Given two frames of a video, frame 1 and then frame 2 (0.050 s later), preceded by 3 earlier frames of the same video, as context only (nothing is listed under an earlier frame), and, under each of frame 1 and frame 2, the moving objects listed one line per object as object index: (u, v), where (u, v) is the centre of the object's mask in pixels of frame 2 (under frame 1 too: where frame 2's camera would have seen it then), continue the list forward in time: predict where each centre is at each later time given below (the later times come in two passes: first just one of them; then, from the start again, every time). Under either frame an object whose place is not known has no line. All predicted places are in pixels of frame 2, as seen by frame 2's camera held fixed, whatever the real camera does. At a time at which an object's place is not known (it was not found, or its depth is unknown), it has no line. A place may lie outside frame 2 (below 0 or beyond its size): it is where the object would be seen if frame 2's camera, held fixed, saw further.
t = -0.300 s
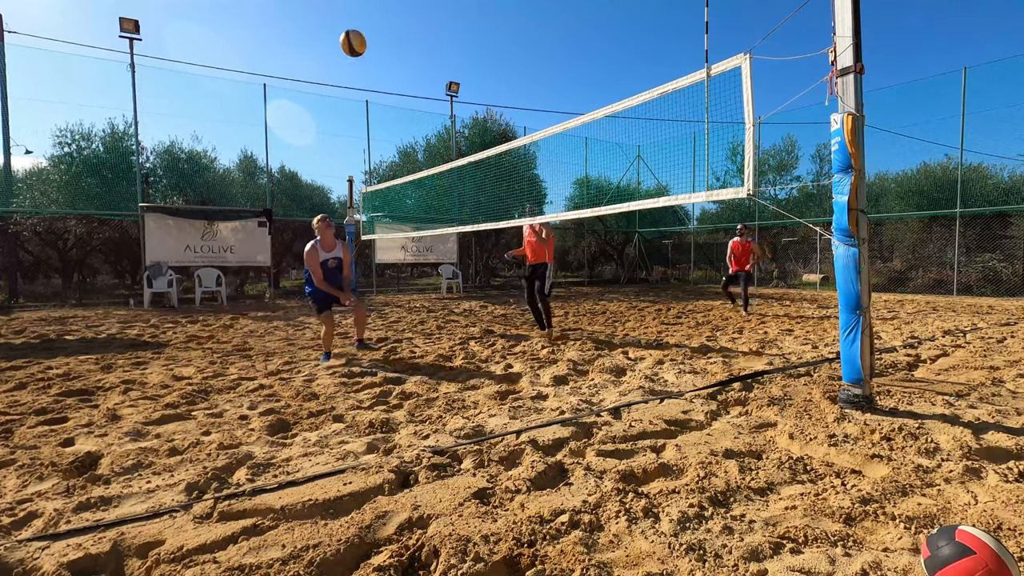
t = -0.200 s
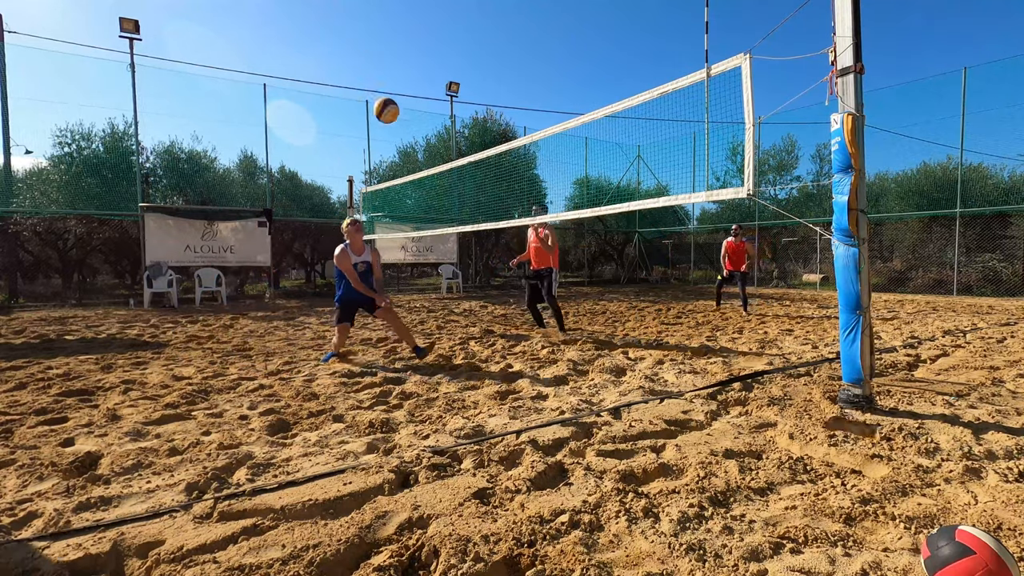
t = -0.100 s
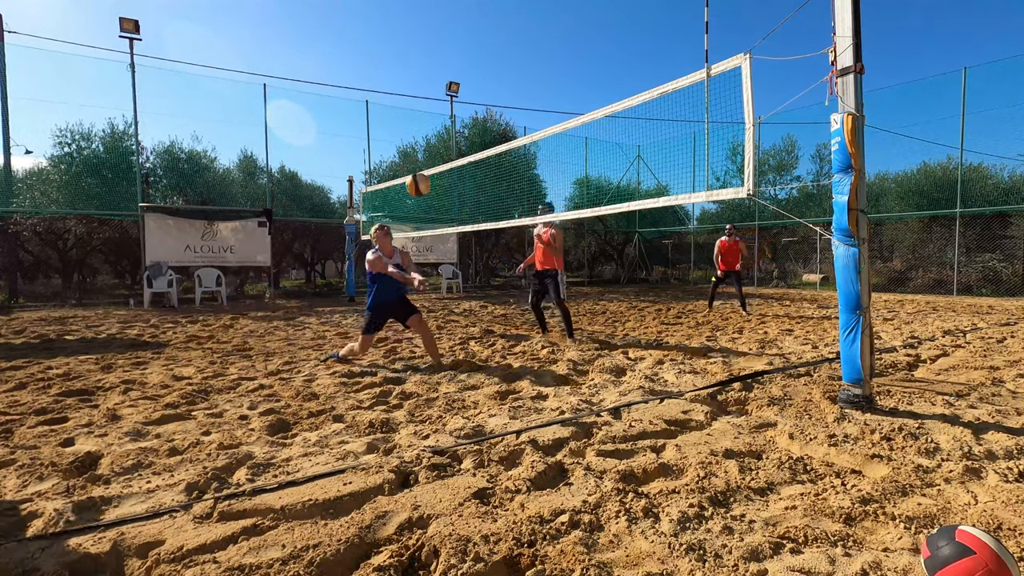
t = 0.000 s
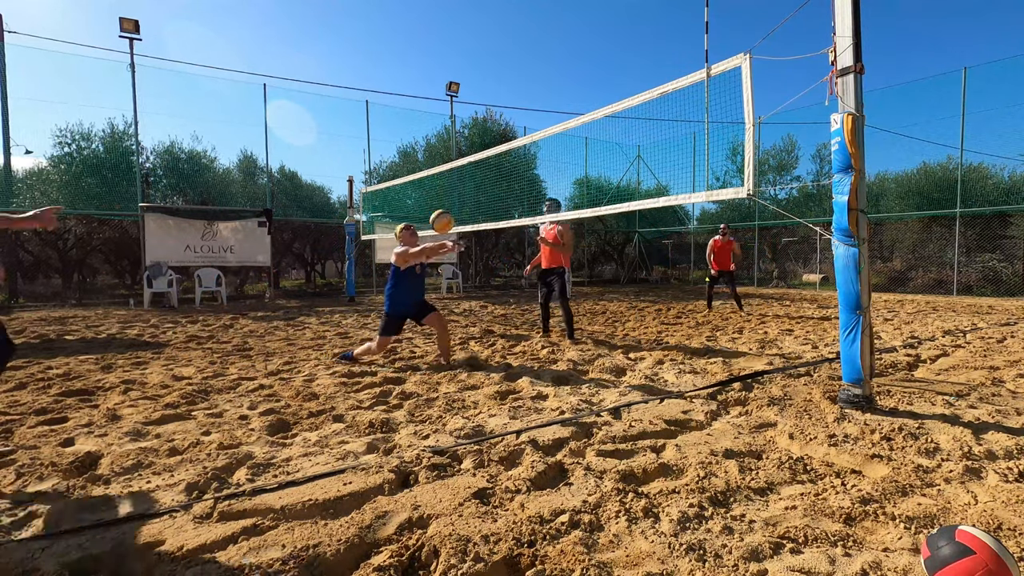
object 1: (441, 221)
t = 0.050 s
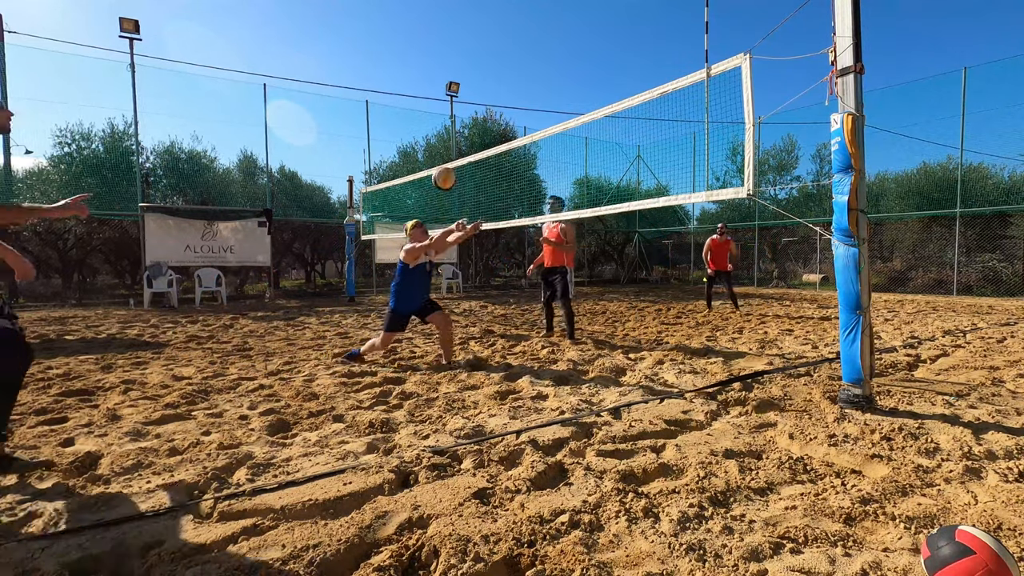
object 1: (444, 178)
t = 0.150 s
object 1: (448, 99)
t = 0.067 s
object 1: (444, 164)
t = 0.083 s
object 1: (445, 150)
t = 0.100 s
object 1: (446, 137)
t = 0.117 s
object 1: (447, 124)
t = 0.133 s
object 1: (447, 112)
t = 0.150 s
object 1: (448, 99)
